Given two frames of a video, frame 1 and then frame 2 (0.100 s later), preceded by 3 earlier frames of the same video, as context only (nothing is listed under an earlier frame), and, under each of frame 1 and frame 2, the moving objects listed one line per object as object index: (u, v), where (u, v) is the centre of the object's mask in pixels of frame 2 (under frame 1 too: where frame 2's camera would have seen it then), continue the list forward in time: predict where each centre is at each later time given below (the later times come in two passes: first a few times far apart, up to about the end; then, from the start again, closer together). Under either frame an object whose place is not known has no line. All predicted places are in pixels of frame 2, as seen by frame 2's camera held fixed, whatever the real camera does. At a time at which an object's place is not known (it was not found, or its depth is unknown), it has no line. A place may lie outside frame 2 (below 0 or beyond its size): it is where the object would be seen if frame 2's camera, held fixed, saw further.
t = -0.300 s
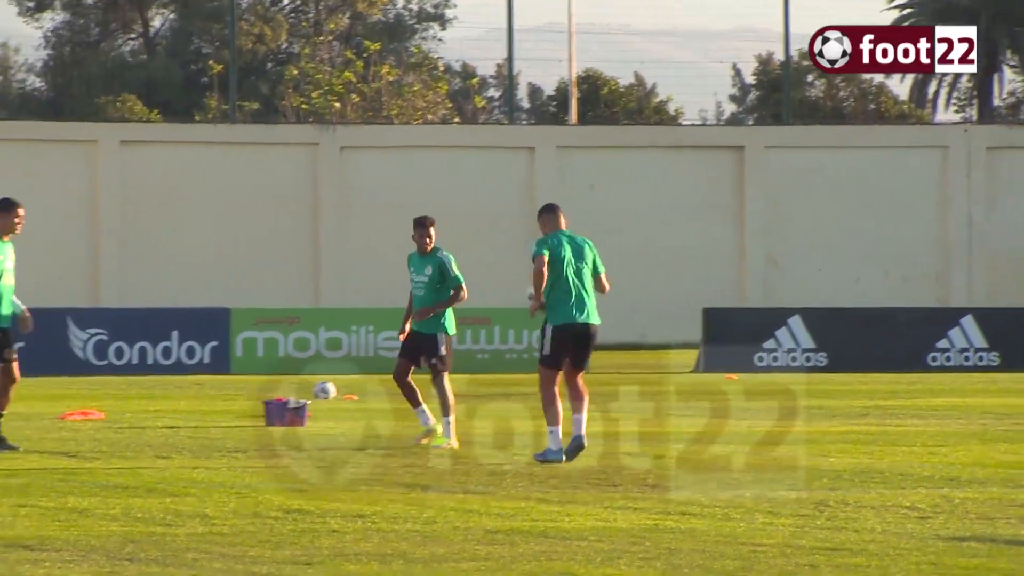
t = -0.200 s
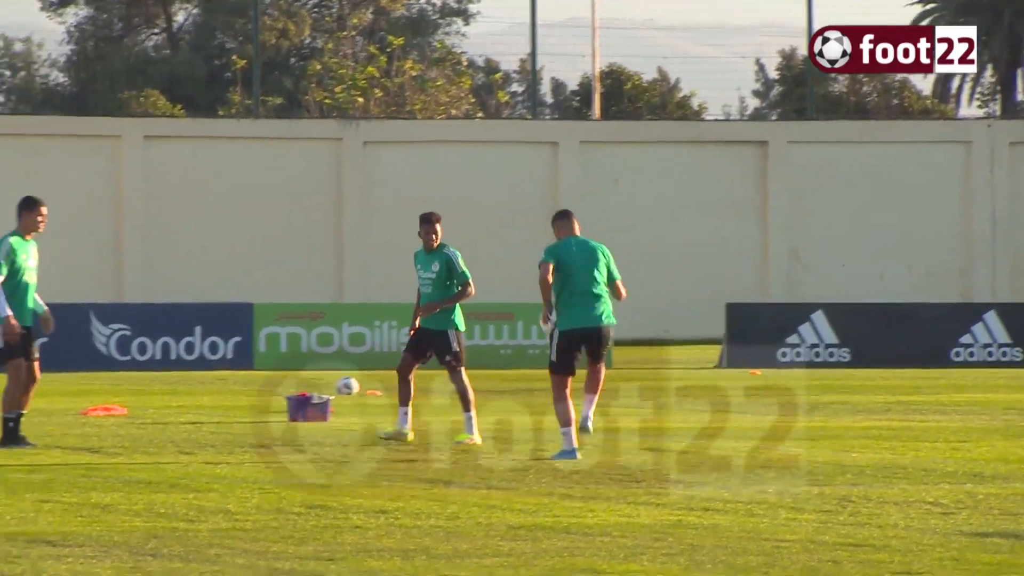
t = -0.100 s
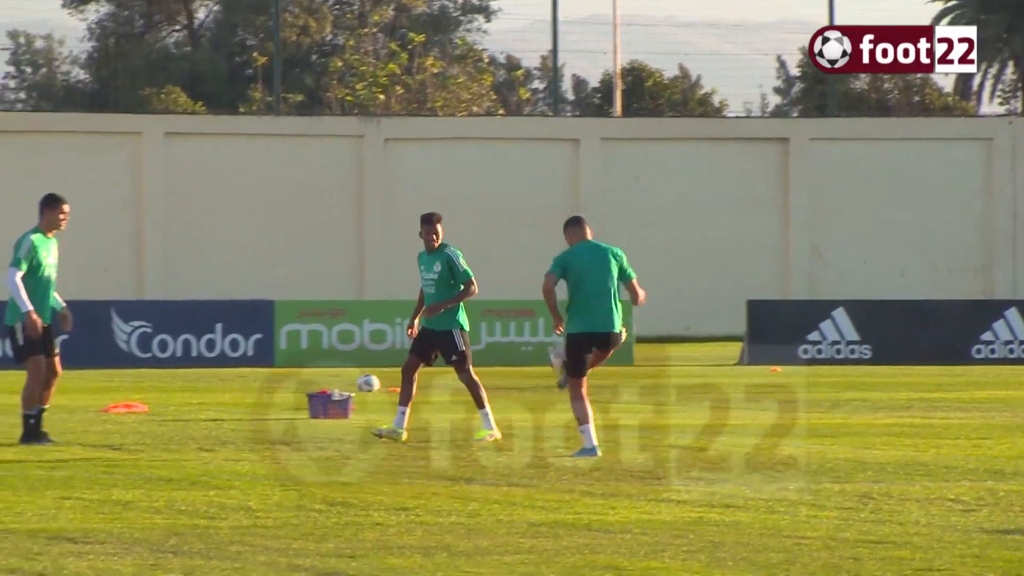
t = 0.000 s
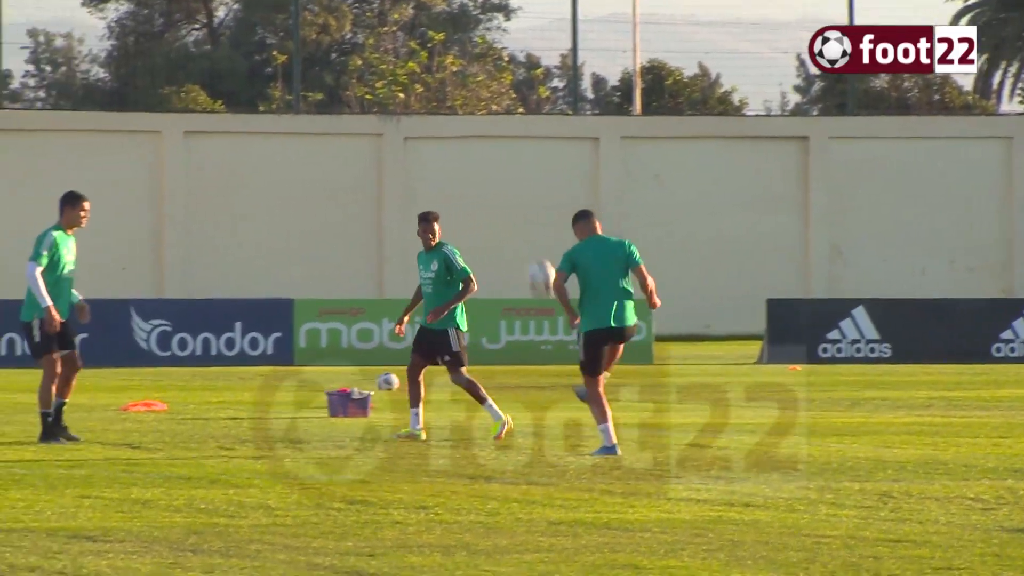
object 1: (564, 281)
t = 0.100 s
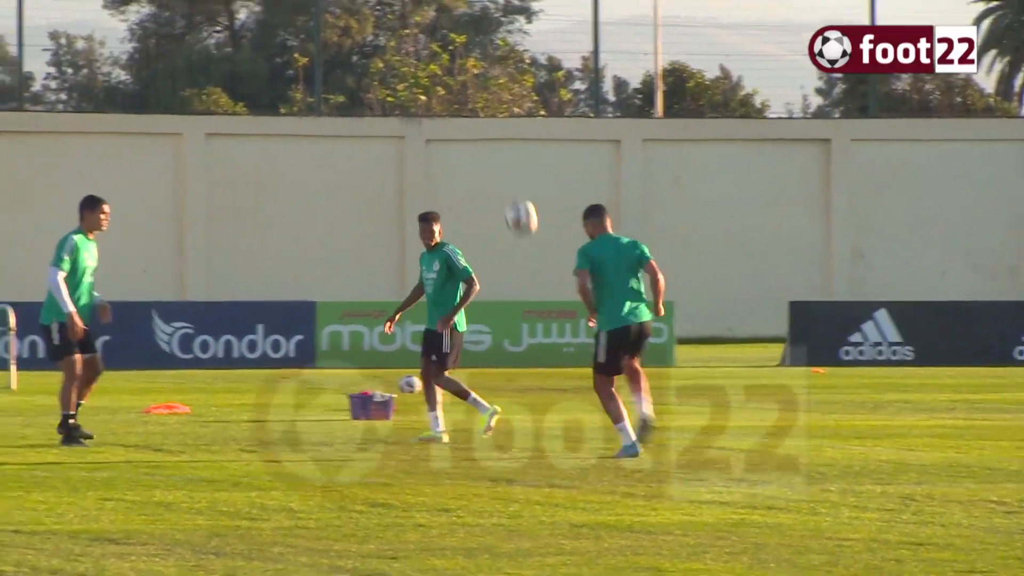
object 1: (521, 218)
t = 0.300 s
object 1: (438, 130)
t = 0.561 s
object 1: (331, 94)
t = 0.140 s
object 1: (505, 196)
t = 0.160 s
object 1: (496, 186)
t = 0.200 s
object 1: (480, 167)
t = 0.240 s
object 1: (463, 150)
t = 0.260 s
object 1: (454, 143)
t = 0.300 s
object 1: (438, 130)
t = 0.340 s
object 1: (422, 118)
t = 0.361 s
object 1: (413, 114)
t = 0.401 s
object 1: (396, 105)
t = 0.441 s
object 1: (380, 99)
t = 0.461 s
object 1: (372, 97)
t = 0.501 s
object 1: (355, 94)
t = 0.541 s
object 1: (339, 94)
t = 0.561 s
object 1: (331, 94)
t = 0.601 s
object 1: (315, 97)
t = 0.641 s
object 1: (299, 102)
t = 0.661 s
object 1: (291, 106)
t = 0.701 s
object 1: (276, 115)
